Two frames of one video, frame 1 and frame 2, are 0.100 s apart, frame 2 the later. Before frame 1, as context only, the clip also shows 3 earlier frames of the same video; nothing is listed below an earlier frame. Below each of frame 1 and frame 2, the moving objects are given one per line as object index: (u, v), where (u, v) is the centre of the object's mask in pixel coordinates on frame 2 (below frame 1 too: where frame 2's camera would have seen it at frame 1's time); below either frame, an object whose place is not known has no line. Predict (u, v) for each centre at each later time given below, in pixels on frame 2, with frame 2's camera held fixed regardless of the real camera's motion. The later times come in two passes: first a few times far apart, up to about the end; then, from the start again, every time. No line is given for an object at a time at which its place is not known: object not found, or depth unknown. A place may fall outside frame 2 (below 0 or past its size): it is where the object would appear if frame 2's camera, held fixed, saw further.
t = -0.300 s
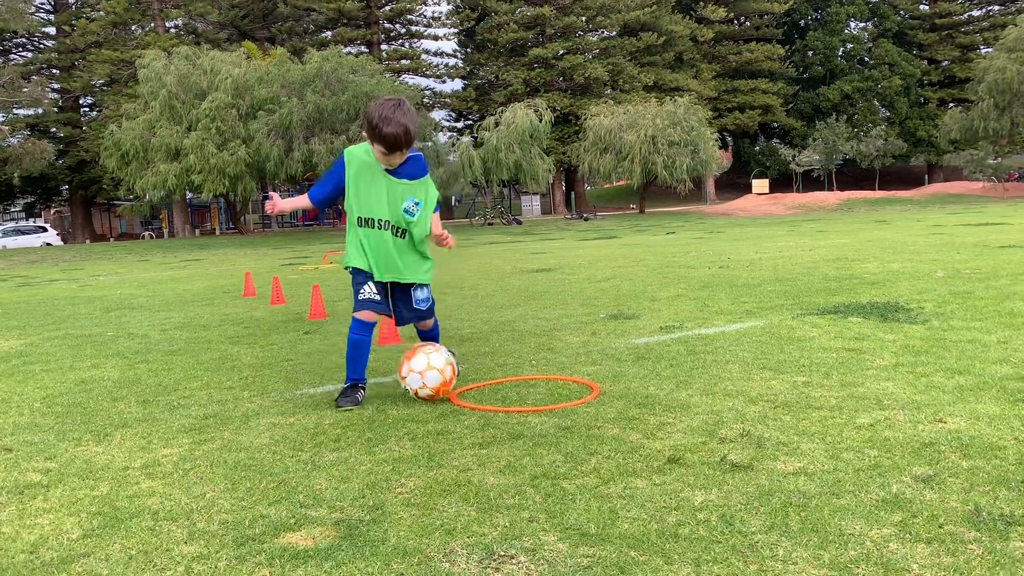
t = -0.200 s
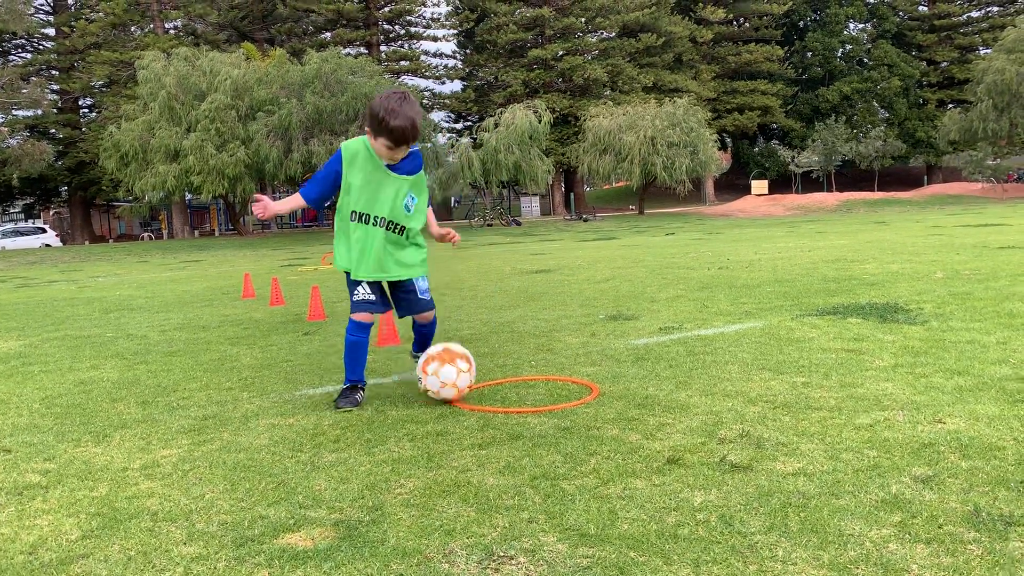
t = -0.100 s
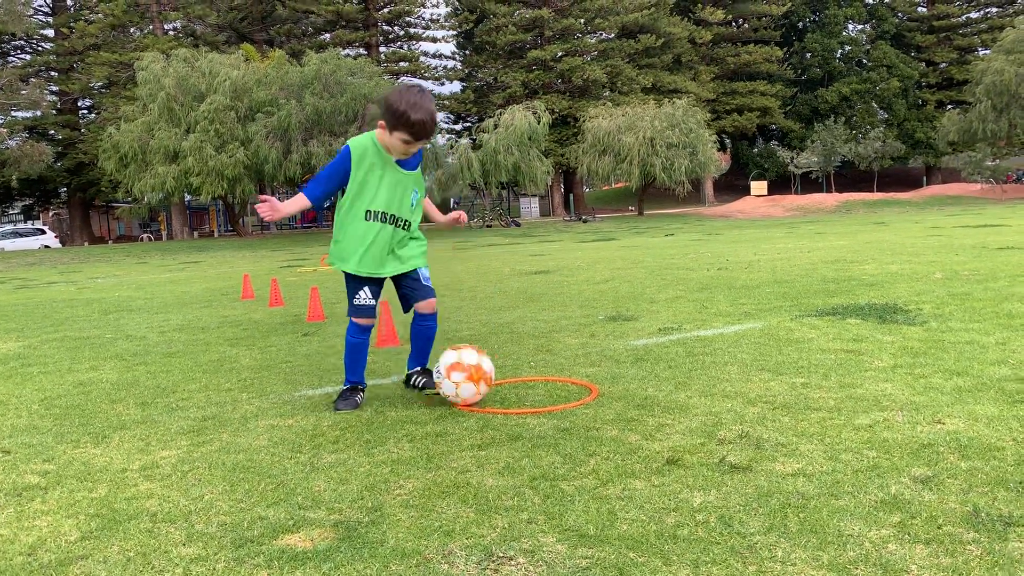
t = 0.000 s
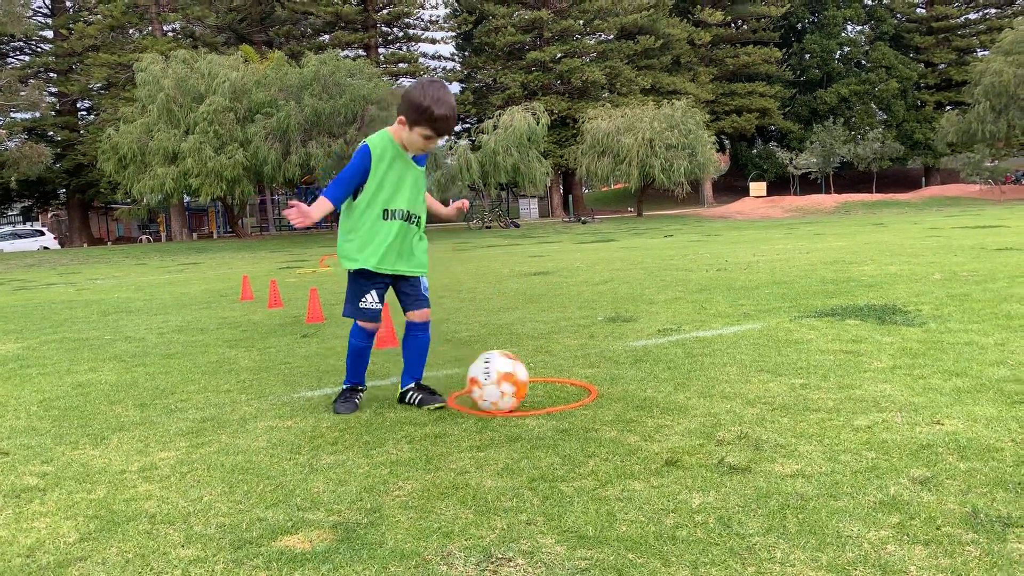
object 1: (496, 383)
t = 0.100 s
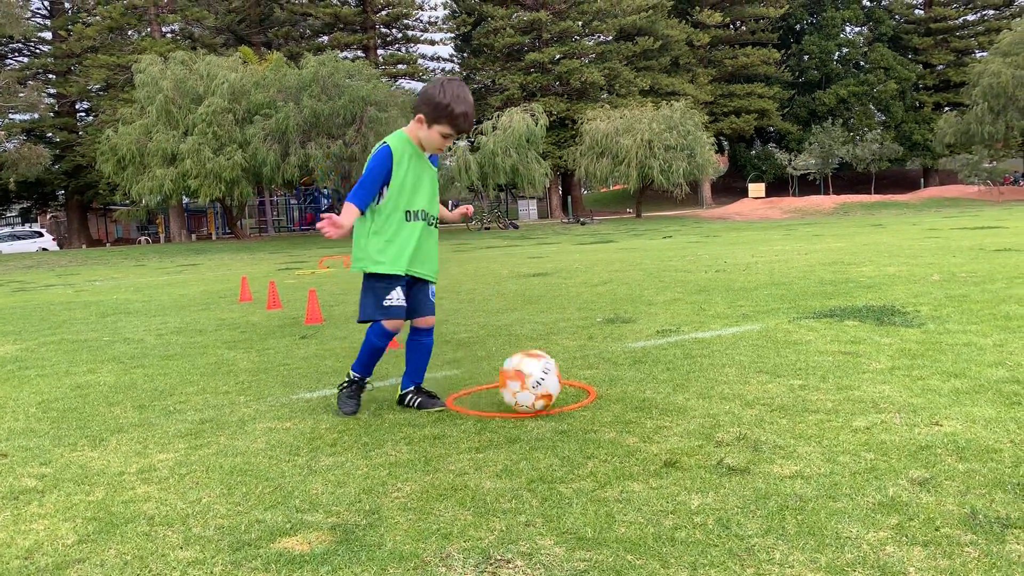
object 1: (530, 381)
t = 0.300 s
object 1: (589, 384)
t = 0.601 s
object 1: (675, 385)
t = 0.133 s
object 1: (539, 381)
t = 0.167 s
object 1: (550, 381)
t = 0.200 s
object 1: (559, 383)
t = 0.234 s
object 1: (570, 383)
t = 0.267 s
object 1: (579, 383)
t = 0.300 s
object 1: (589, 384)
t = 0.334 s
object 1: (599, 384)
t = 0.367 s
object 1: (608, 382)
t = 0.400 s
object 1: (617, 383)
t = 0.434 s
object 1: (627, 384)
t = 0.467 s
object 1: (637, 385)
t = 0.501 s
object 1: (647, 384)
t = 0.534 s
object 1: (656, 384)
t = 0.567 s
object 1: (665, 385)
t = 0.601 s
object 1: (675, 385)
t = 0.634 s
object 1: (684, 386)
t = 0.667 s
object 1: (693, 387)
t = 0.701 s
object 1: (702, 387)
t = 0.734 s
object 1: (710, 386)
